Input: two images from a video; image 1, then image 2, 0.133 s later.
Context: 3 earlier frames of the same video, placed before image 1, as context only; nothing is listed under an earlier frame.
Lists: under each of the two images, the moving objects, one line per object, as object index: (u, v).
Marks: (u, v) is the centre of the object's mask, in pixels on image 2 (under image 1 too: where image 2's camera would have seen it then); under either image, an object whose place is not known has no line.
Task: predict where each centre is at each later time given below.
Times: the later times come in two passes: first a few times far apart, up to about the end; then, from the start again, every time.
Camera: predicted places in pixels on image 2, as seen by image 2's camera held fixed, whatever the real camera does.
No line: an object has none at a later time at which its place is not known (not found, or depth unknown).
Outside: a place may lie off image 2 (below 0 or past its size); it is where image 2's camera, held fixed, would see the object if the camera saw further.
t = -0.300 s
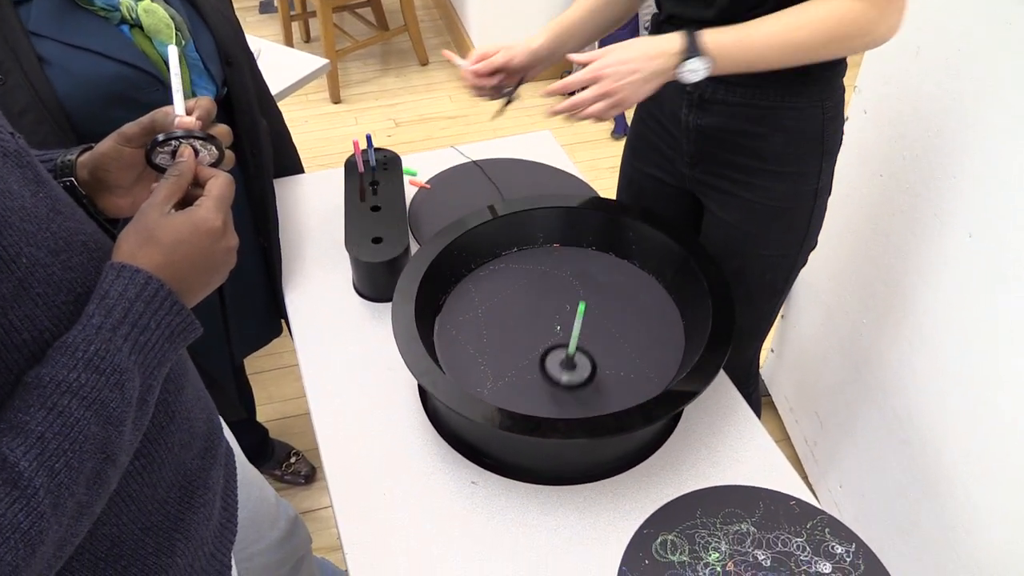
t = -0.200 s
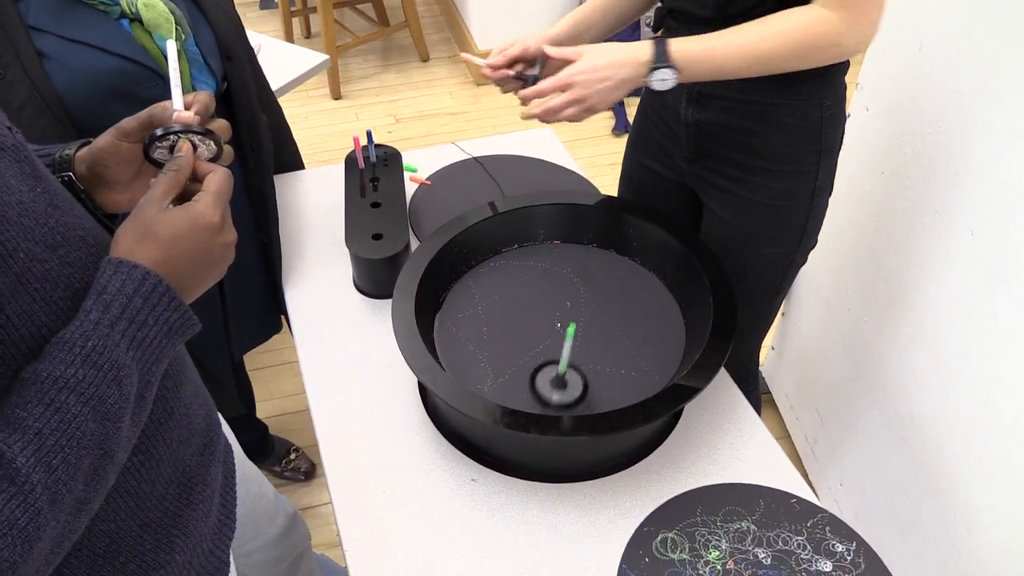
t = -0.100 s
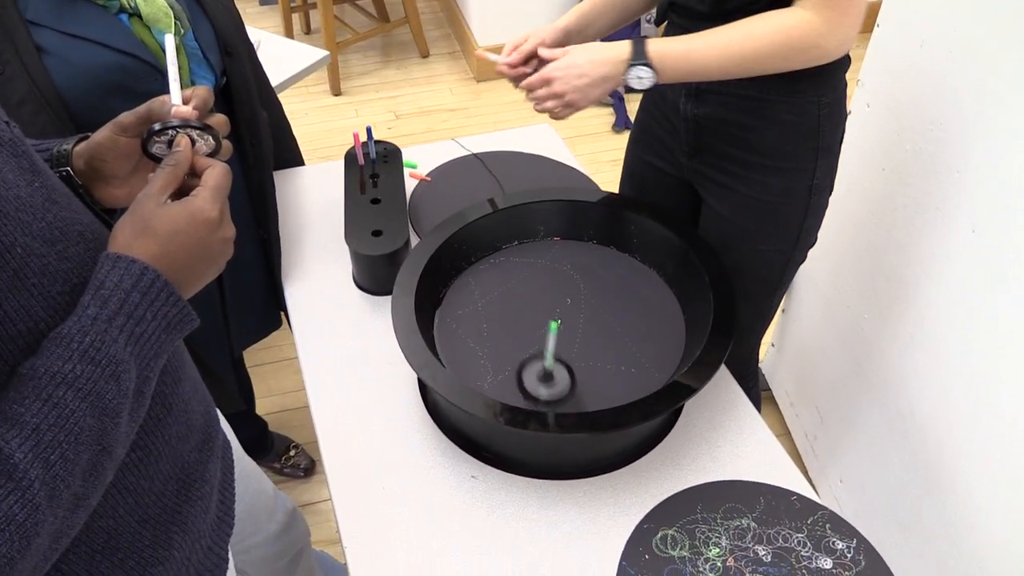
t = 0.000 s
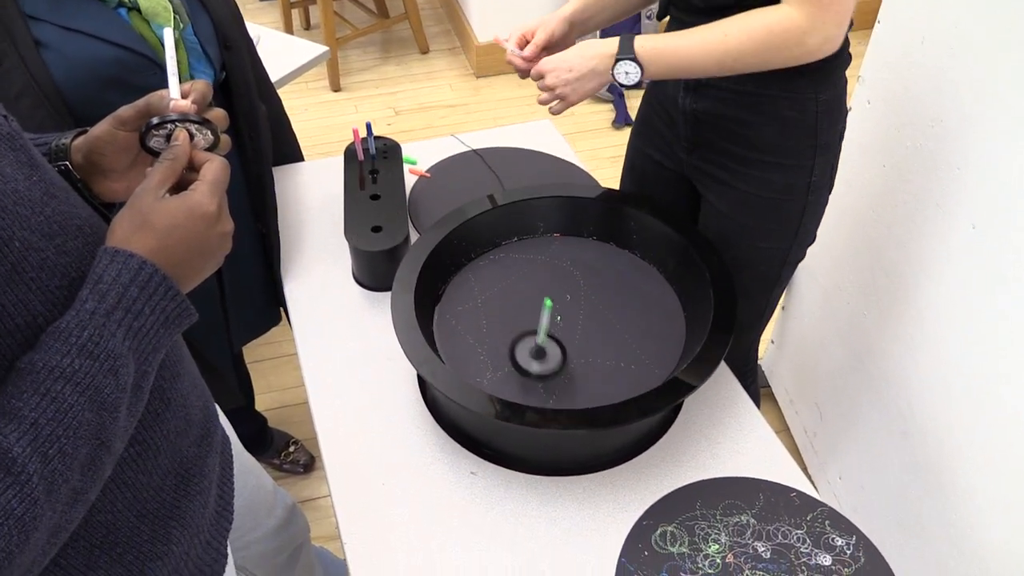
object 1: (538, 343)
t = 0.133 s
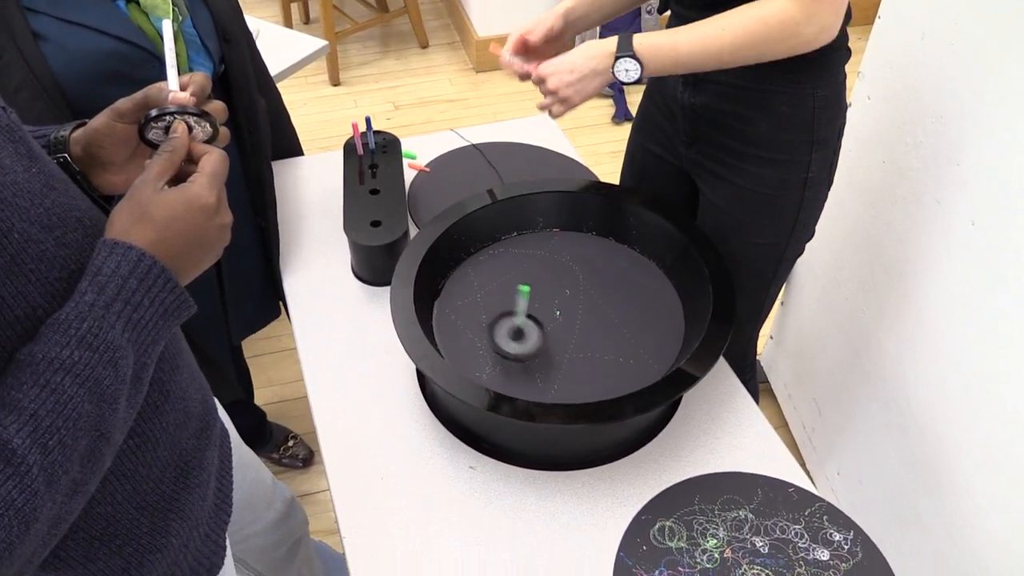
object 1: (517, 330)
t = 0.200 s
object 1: (503, 326)
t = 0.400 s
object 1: (460, 305)
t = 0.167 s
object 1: (509, 327)
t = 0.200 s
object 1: (503, 326)
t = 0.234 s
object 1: (494, 324)
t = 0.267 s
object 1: (485, 320)
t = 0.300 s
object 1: (477, 316)
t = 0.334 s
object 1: (470, 313)
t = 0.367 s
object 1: (464, 309)
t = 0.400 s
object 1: (460, 305)
